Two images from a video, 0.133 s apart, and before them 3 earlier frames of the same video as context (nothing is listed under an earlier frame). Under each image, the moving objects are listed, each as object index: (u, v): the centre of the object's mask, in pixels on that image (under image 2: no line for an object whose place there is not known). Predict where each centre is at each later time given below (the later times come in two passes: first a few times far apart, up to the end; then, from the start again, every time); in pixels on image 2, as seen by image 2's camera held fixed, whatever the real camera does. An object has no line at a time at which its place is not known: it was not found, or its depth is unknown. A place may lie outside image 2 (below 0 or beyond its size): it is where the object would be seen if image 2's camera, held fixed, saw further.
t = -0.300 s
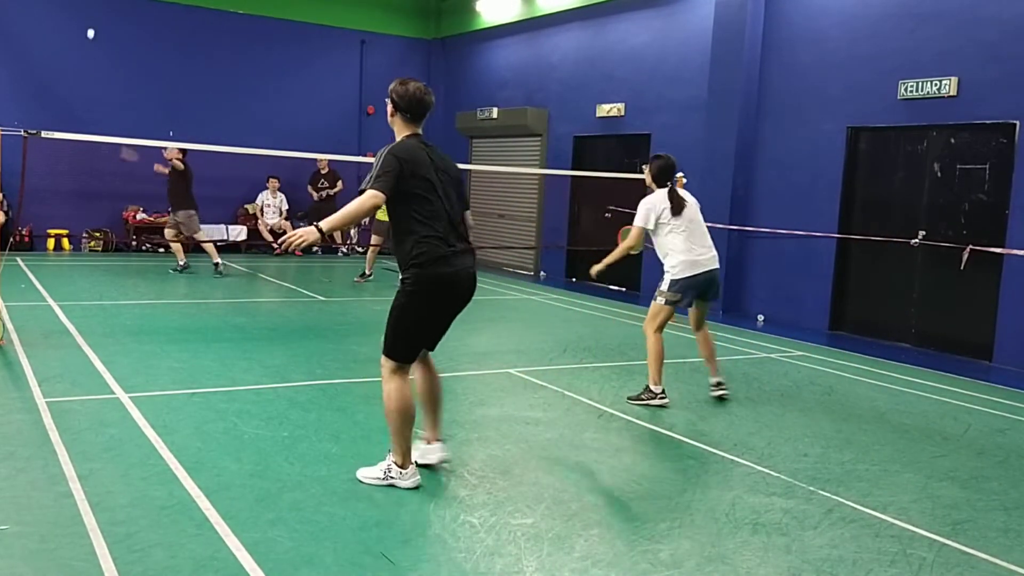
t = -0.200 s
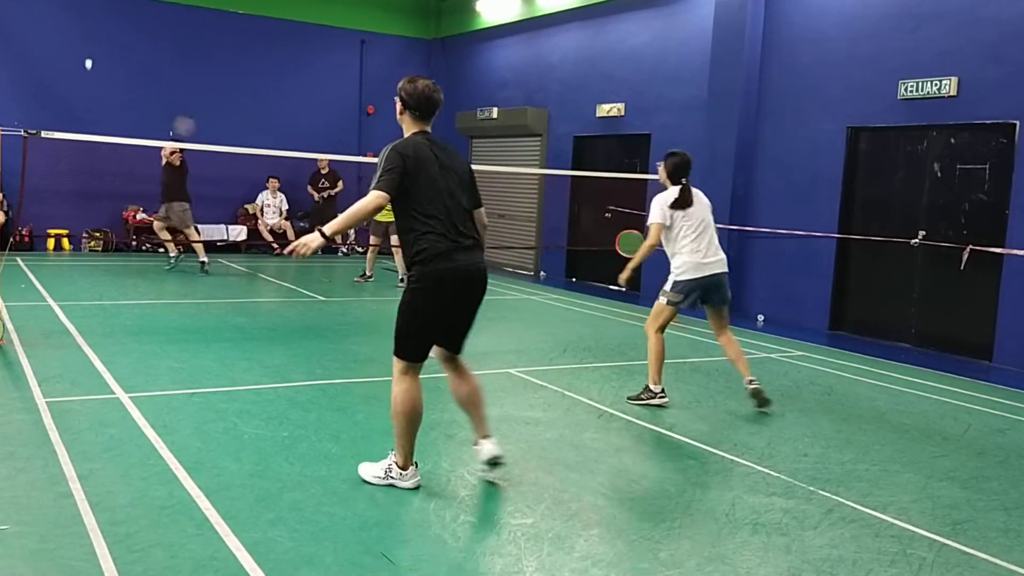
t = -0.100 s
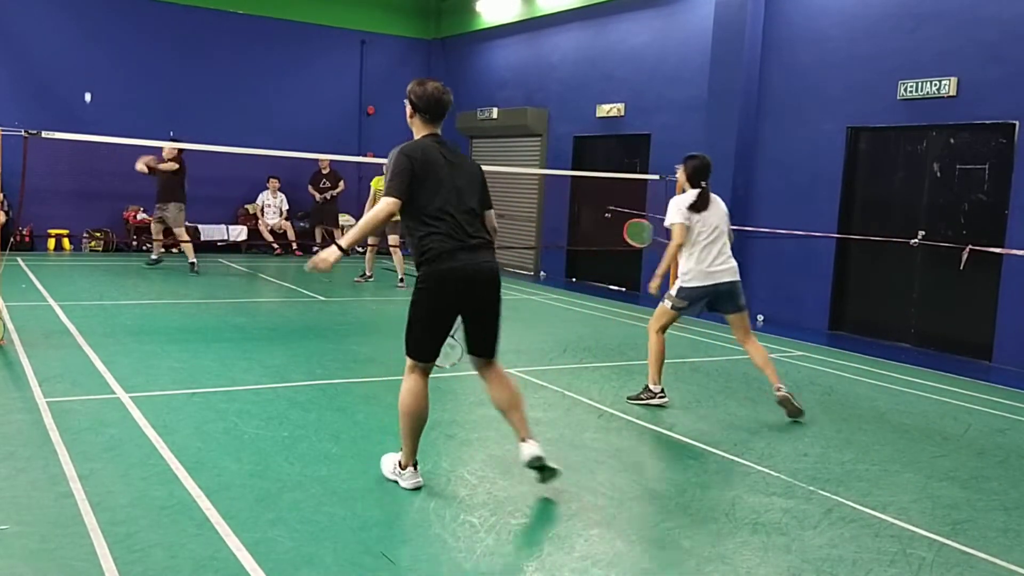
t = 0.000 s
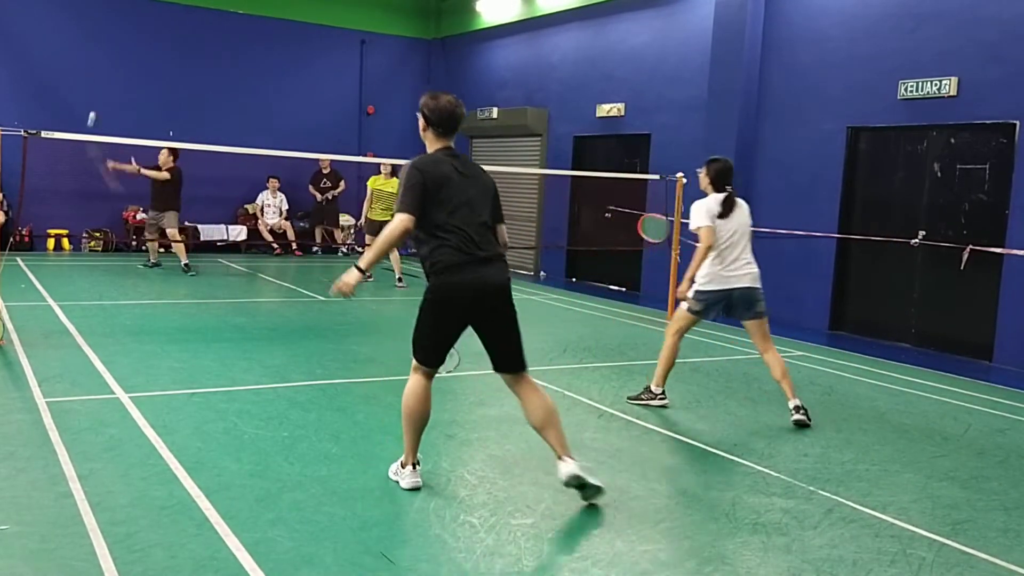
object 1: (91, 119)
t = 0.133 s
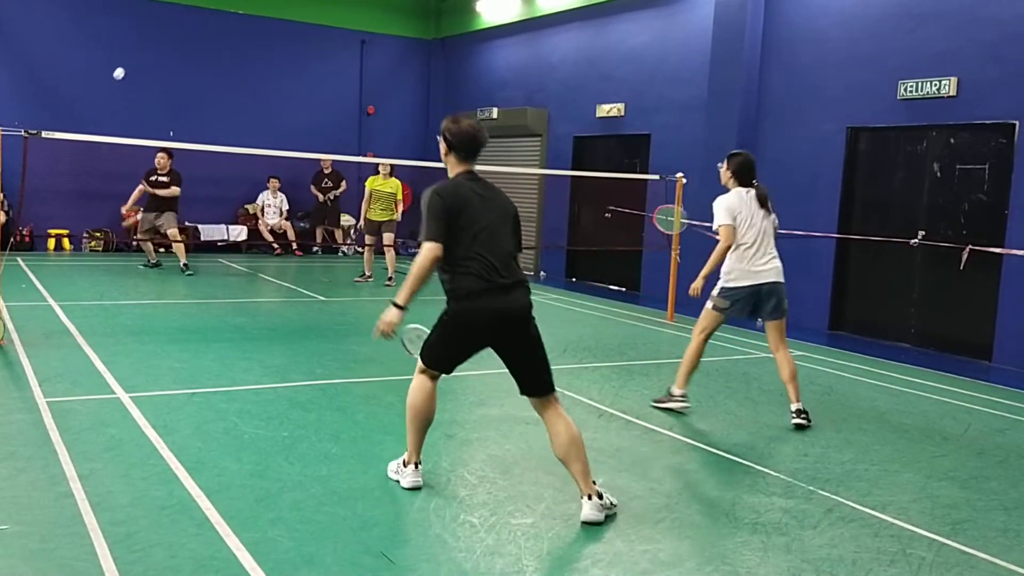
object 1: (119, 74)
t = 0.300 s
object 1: (152, 48)
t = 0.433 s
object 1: (179, 59)
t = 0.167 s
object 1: (126, 66)
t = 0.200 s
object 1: (133, 59)
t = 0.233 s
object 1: (139, 54)
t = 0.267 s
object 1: (146, 50)
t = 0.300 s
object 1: (152, 48)
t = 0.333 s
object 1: (159, 47)
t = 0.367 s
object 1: (165, 49)
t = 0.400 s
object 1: (172, 53)
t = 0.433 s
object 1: (179, 59)
